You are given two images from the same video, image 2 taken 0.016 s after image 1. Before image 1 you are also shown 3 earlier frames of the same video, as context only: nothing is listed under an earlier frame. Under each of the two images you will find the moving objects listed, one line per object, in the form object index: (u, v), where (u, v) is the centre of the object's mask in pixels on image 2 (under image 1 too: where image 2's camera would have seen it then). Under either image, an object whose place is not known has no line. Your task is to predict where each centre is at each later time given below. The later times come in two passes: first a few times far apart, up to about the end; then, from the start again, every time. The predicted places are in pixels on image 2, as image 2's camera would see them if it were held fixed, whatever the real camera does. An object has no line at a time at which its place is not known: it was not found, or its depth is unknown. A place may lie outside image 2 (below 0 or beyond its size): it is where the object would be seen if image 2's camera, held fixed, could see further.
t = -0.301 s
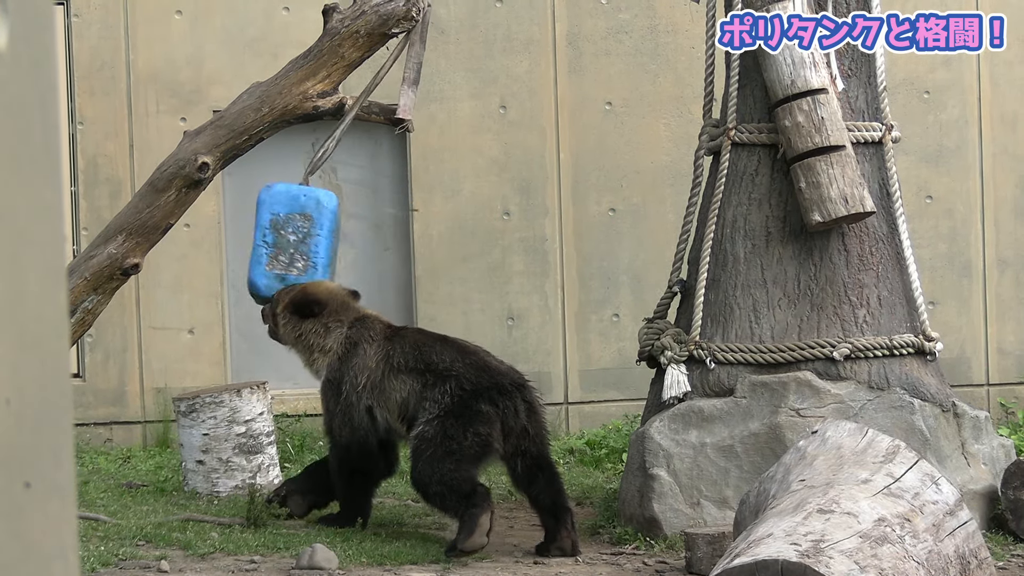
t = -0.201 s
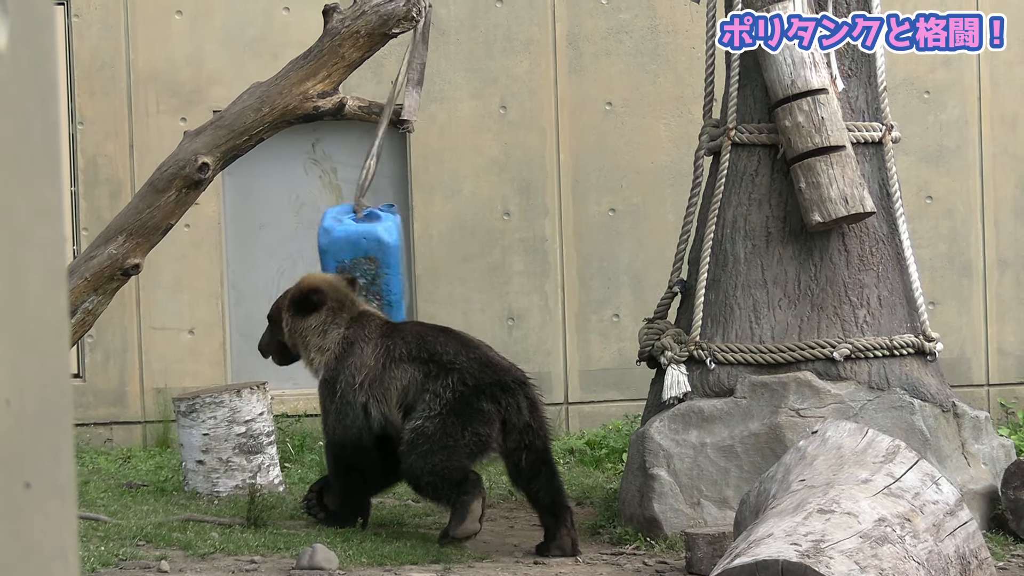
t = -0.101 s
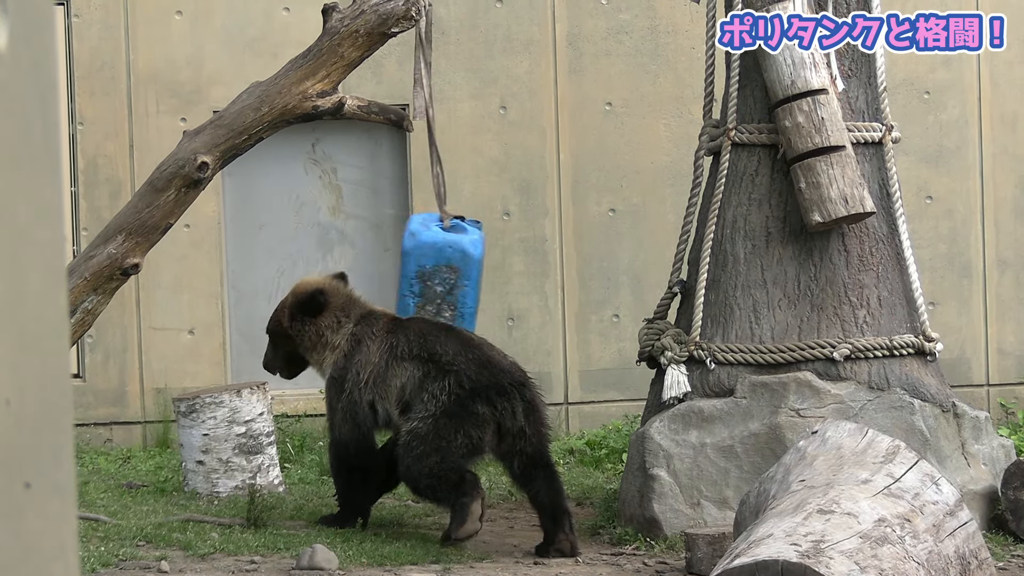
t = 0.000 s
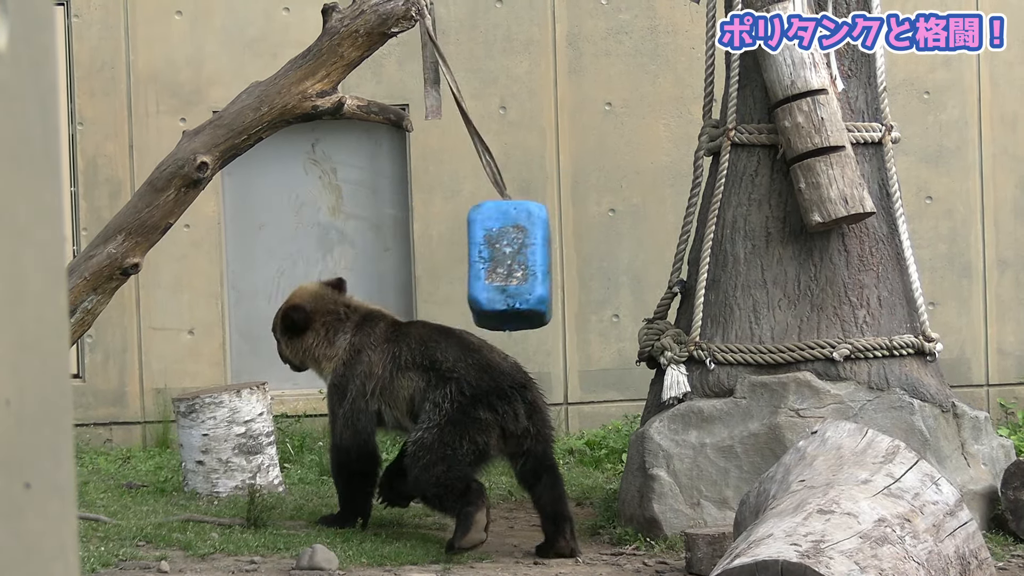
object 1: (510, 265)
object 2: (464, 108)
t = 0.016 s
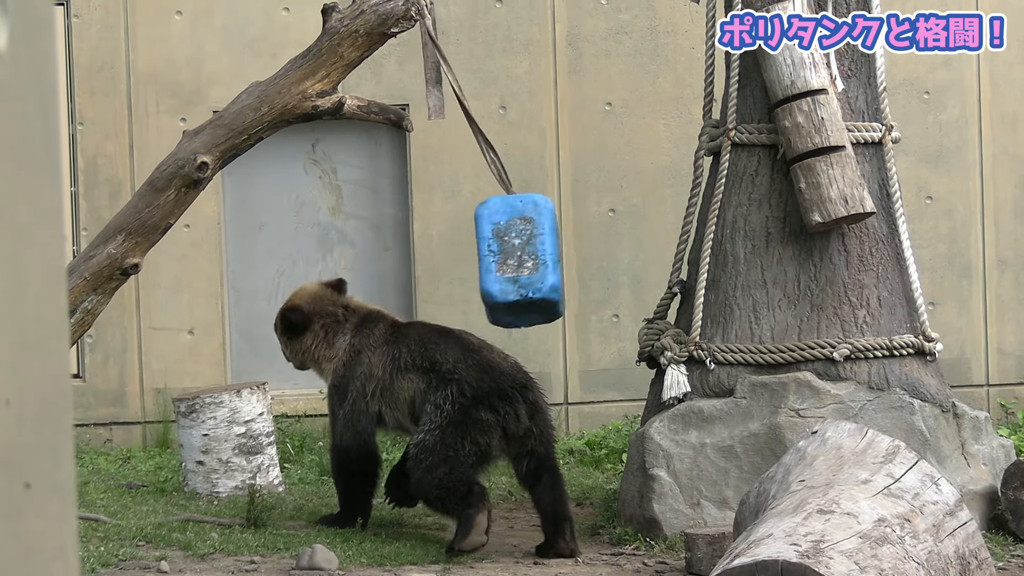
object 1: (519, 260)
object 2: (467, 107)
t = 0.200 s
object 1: (604, 207)
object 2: (482, 94)
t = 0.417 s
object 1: (628, 178)
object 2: (503, 79)
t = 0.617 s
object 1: (598, 222)
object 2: (493, 90)
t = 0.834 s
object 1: (478, 274)
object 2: (440, 112)
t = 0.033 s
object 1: (529, 255)
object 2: (469, 103)
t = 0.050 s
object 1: (539, 251)
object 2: (471, 102)
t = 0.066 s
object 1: (548, 245)
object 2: (473, 100)
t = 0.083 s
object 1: (556, 240)
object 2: (474, 99)
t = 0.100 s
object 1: (564, 234)
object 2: (475, 98)
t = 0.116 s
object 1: (572, 229)
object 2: (475, 97)
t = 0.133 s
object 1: (579, 224)
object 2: (476, 97)
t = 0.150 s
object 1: (586, 219)
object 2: (477, 97)
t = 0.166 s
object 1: (593, 215)
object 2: (478, 95)
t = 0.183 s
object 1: (599, 211)
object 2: (480, 96)
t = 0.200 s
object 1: (604, 207)
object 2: (482, 94)
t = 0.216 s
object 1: (609, 203)
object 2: (485, 94)
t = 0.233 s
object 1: (613, 198)
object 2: (487, 93)
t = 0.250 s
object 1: (616, 194)
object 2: (488, 92)
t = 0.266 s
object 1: (619, 191)
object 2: (490, 90)
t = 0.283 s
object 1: (622, 188)
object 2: (491, 89)
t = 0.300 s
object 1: (625, 185)
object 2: (493, 88)
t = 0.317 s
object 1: (626, 183)
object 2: (496, 87)
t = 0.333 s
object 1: (627, 181)
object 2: (498, 85)
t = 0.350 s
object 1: (628, 179)
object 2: (500, 83)
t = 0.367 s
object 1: (629, 178)
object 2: (501, 81)
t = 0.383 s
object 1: (629, 177)
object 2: (502, 80)
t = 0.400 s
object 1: (628, 177)
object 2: (502, 79)
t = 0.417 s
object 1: (628, 178)
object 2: (503, 79)
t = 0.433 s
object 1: (628, 179)
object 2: (504, 79)
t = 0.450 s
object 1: (628, 182)
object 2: (504, 79)
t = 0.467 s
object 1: (627, 184)
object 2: (505, 79)
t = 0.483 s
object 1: (625, 187)
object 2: (506, 79)
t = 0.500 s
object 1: (624, 191)
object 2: (506, 80)
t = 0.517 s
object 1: (622, 194)
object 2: (505, 81)
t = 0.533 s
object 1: (619, 199)
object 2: (503, 82)
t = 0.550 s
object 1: (616, 203)
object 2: (502, 83)
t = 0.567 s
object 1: (613, 208)
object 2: (501, 85)
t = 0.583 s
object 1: (609, 213)
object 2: (499, 87)
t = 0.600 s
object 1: (604, 218)
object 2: (496, 88)
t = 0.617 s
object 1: (598, 222)
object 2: (493, 90)
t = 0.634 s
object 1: (592, 226)
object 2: (489, 92)
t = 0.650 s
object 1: (584, 230)
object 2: (485, 93)
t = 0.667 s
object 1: (576, 235)
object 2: (480, 94)
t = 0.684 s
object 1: (568, 238)
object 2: (476, 96)
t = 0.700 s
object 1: (559, 242)
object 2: (473, 99)
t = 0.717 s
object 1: (550, 247)
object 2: (468, 100)
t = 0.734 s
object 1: (540, 251)
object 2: (463, 102)
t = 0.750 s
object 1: (530, 255)
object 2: (459, 103)
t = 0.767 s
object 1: (521, 259)
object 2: (456, 106)
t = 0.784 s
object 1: (510, 264)
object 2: (452, 108)
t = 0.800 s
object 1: (500, 268)
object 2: (448, 110)
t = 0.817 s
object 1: (489, 272)
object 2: (444, 110)
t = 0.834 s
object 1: (478, 274)
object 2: (440, 112)
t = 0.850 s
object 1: (467, 277)
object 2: (436, 117)
